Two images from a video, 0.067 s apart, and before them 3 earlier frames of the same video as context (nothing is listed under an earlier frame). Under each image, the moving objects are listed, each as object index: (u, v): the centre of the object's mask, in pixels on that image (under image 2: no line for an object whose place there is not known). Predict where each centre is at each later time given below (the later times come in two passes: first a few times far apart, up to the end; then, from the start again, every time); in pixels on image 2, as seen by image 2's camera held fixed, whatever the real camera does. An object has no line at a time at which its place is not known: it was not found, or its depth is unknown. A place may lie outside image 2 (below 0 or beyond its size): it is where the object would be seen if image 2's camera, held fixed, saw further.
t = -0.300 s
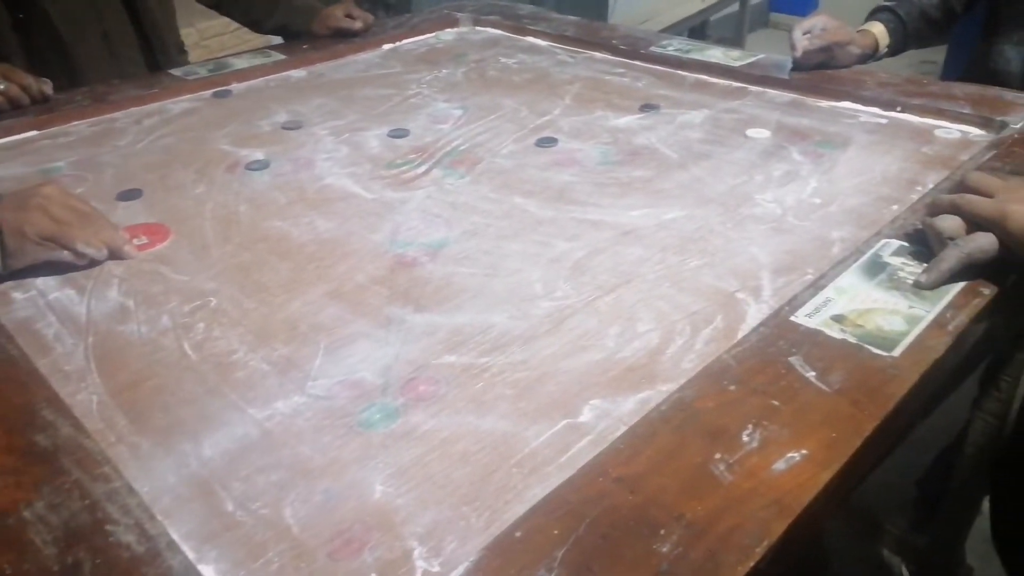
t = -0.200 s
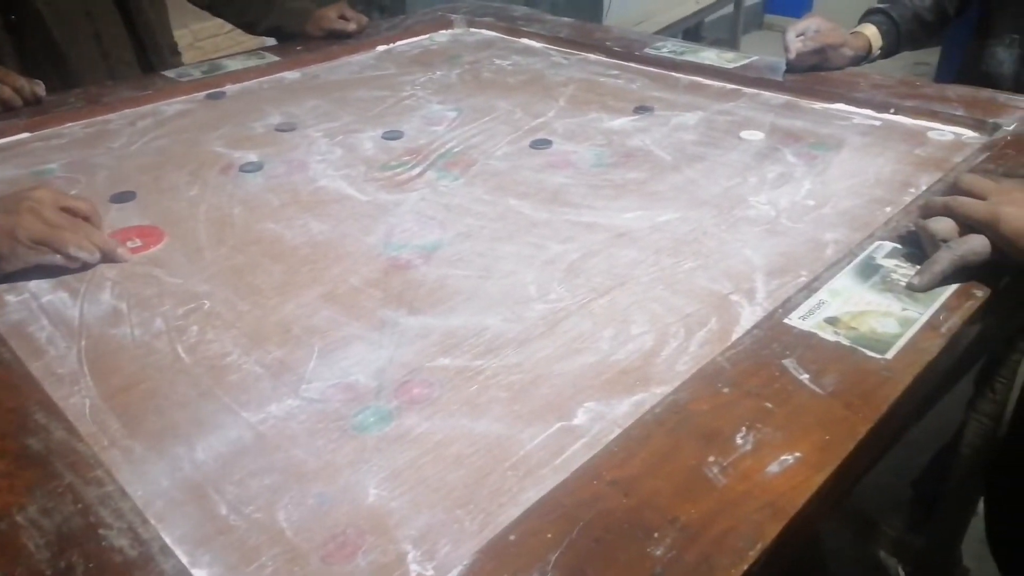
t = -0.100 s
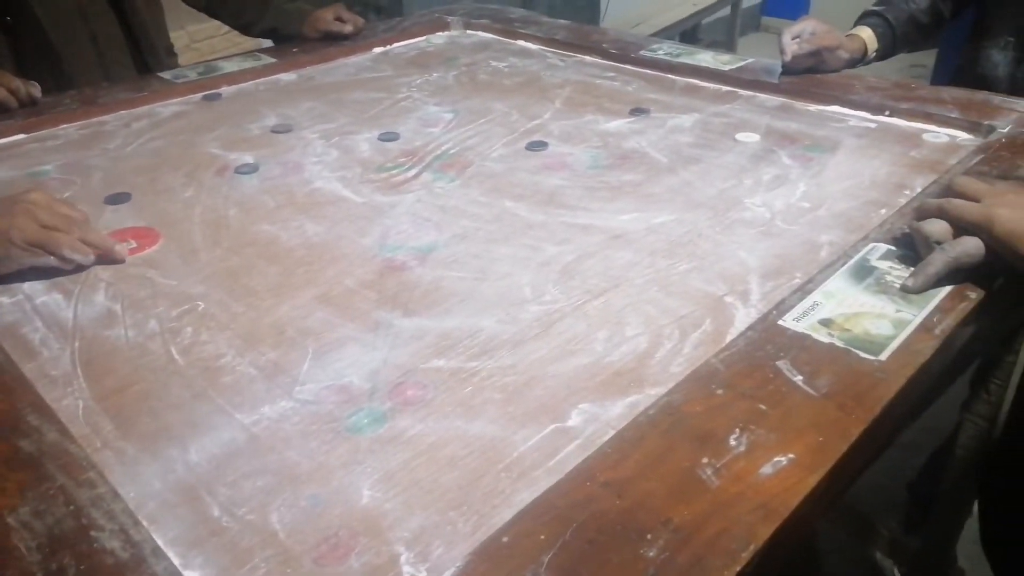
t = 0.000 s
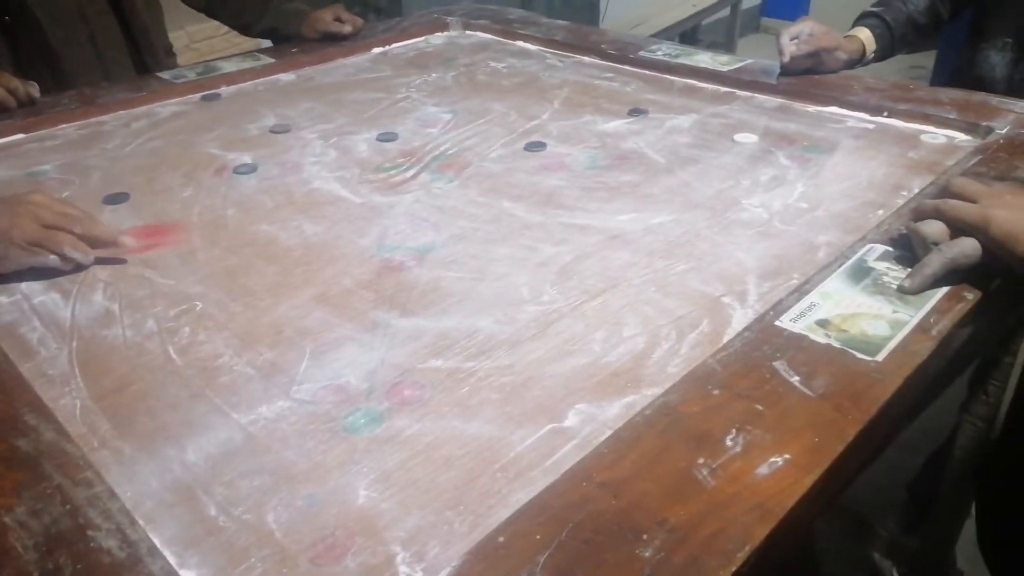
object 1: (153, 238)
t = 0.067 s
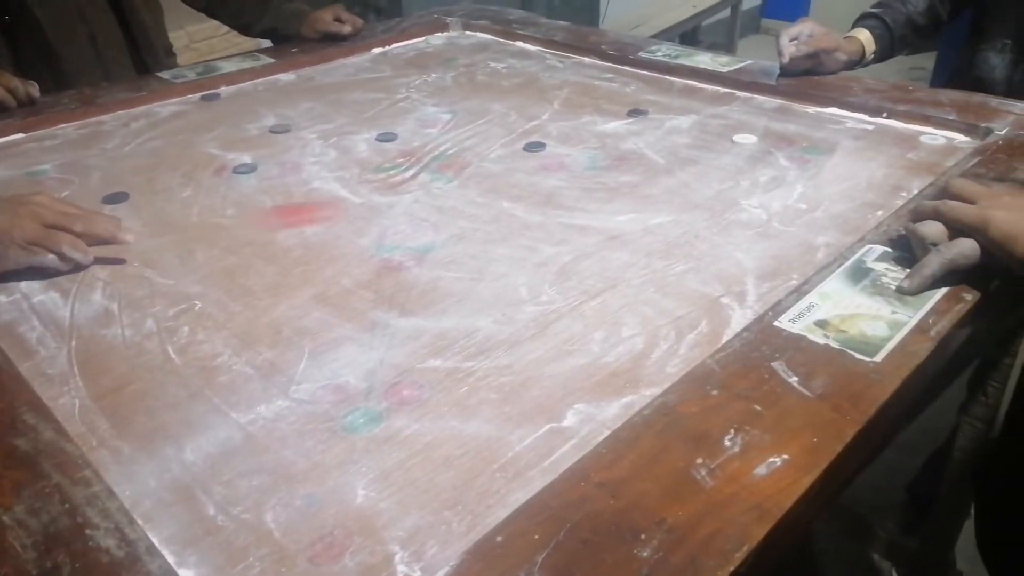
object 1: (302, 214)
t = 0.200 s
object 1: (542, 175)
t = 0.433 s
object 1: (793, 124)
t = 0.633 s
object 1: (836, 121)
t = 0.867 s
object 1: (836, 122)
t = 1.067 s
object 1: (836, 122)
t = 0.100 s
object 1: (367, 205)
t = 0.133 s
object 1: (427, 194)
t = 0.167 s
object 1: (485, 185)
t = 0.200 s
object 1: (542, 175)
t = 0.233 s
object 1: (591, 166)
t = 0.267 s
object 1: (636, 157)
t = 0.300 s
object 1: (683, 148)
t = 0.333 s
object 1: (718, 141)
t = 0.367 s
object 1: (746, 135)
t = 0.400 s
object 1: (771, 130)
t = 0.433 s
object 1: (793, 124)
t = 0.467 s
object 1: (814, 120)
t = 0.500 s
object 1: (827, 117)
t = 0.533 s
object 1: (831, 118)
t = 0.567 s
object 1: (833, 120)
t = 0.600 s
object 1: (835, 121)
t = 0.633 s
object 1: (836, 121)
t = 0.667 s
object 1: (836, 122)
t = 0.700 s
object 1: (836, 122)
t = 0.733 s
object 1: (836, 122)
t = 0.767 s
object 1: (836, 122)
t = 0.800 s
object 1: (836, 122)
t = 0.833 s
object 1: (836, 122)
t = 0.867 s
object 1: (836, 122)
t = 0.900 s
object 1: (837, 122)
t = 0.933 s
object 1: (836, 122)
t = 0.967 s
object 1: (836, 122)
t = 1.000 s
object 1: (836, 122)
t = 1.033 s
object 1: (837, 122)
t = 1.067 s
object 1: (836, 122)
